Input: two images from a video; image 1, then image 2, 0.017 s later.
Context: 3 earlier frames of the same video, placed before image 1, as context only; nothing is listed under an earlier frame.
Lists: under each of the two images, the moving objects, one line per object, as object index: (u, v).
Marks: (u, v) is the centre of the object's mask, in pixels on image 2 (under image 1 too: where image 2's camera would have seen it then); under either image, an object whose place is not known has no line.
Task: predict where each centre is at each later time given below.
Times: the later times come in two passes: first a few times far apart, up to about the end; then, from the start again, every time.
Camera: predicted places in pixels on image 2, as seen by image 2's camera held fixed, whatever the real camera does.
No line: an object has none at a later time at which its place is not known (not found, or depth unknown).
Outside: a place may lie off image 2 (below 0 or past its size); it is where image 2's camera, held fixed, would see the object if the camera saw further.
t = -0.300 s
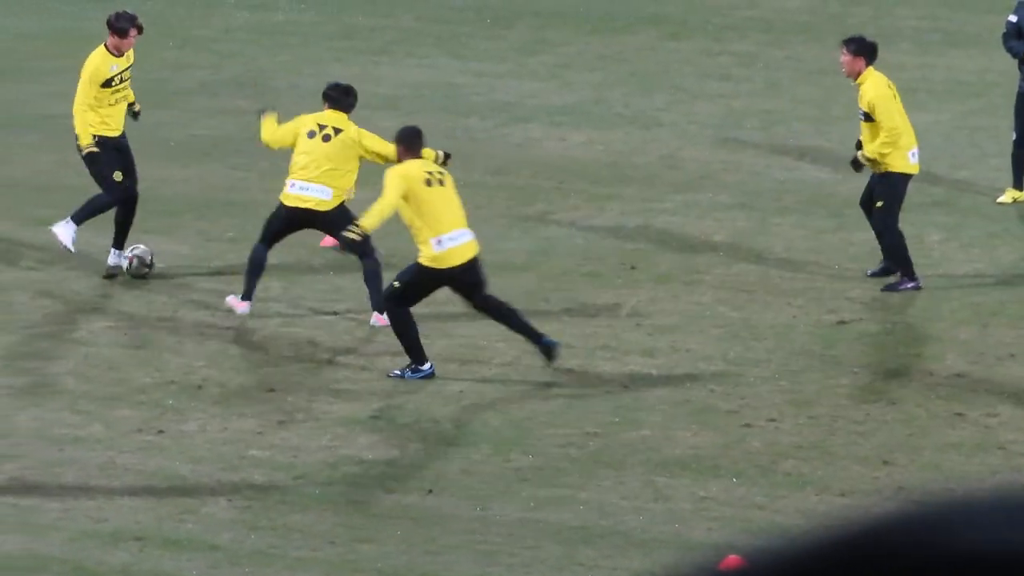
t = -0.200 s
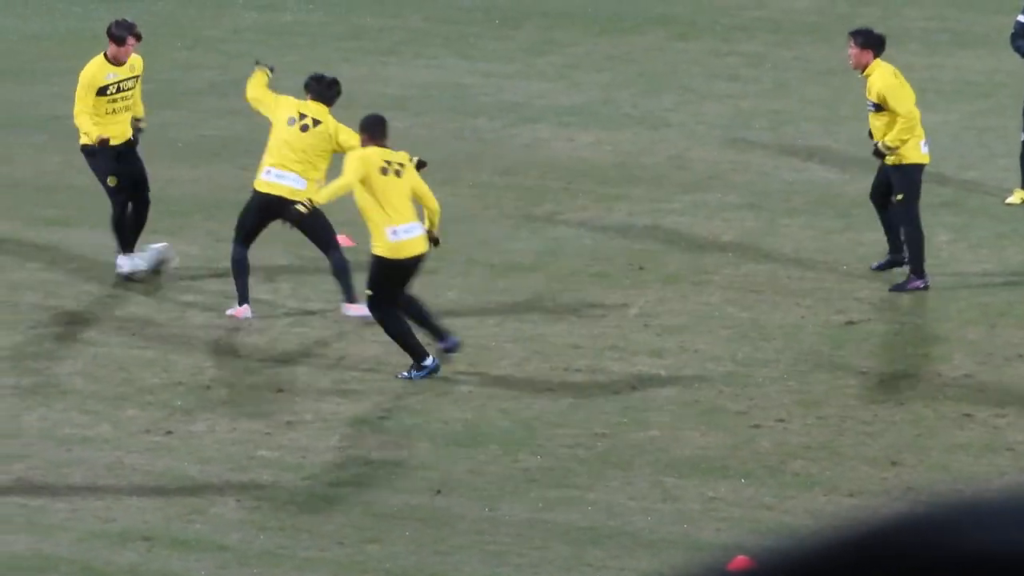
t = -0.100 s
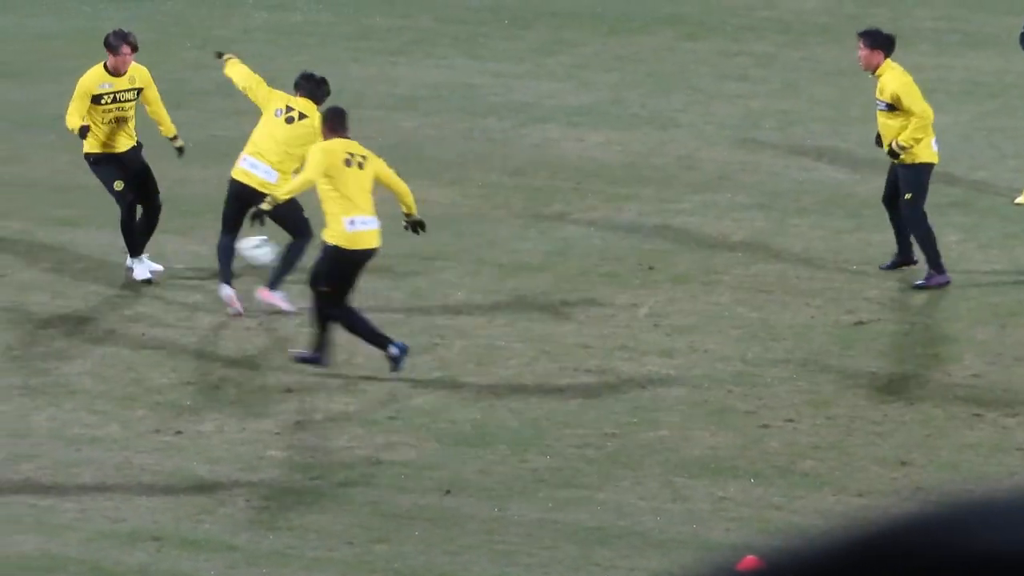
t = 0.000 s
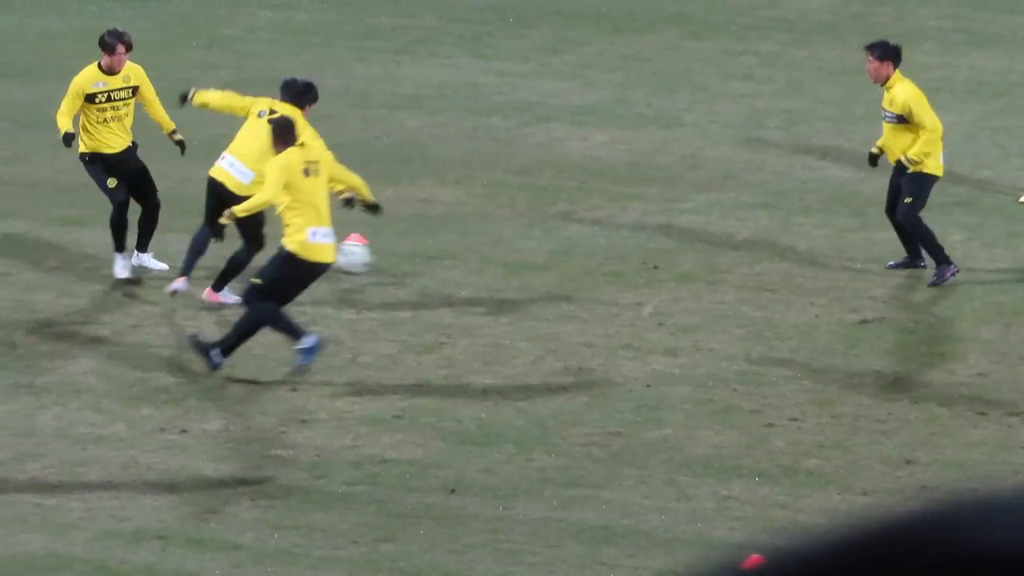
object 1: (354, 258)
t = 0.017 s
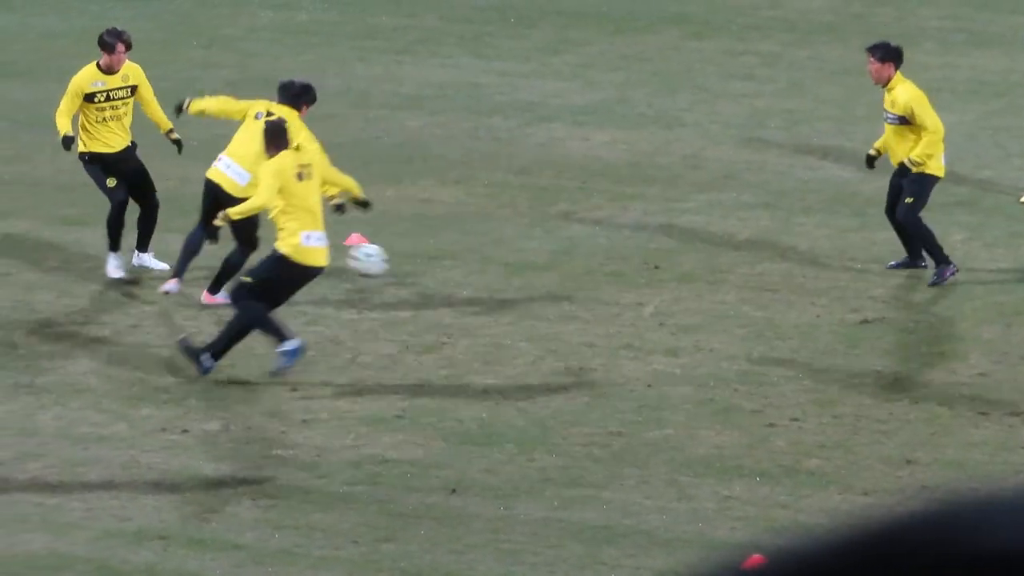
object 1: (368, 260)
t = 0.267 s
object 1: (562, 266)
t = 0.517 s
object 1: (720, 277)
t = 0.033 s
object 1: (384, 263)
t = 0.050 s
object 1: (399, 267)
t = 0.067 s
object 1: (414, 270)
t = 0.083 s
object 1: (427, 269)
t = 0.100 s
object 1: (438, 267)
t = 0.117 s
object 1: (451, 265)
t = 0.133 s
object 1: (464, 263)
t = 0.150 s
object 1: (476, 263)
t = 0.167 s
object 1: (488, 262)
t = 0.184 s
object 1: (501, 262)
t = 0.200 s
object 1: (513, 261)
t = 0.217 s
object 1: (524, 262)
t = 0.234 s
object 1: (537, 264)
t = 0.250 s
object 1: (550, 265)
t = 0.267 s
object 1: (562, 266)
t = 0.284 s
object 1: (573, 268)
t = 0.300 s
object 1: (587, 271)
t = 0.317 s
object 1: (599, 273)
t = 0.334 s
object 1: (610, 274)
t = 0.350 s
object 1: (620, 274)
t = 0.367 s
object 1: (631, 271)
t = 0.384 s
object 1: (640, 270)
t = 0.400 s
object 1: (650, 271)
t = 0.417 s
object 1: (661, 271)
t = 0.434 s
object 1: (671, 271)
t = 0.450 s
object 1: (680, 274)
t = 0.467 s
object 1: (691, 275)
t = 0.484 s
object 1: (702, 277)
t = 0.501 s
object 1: (711, 278)
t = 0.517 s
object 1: (720, 277)
